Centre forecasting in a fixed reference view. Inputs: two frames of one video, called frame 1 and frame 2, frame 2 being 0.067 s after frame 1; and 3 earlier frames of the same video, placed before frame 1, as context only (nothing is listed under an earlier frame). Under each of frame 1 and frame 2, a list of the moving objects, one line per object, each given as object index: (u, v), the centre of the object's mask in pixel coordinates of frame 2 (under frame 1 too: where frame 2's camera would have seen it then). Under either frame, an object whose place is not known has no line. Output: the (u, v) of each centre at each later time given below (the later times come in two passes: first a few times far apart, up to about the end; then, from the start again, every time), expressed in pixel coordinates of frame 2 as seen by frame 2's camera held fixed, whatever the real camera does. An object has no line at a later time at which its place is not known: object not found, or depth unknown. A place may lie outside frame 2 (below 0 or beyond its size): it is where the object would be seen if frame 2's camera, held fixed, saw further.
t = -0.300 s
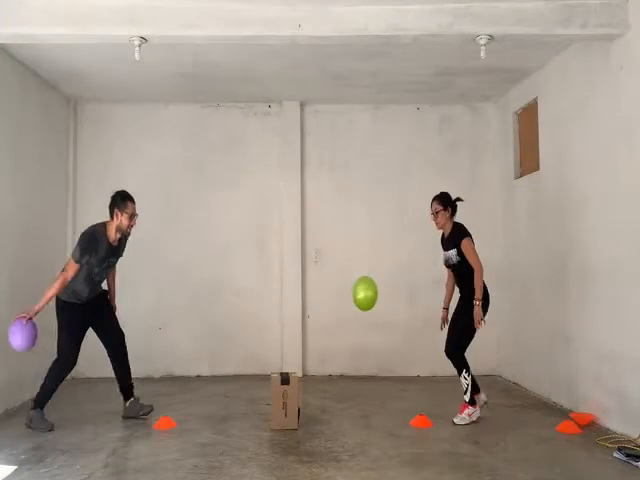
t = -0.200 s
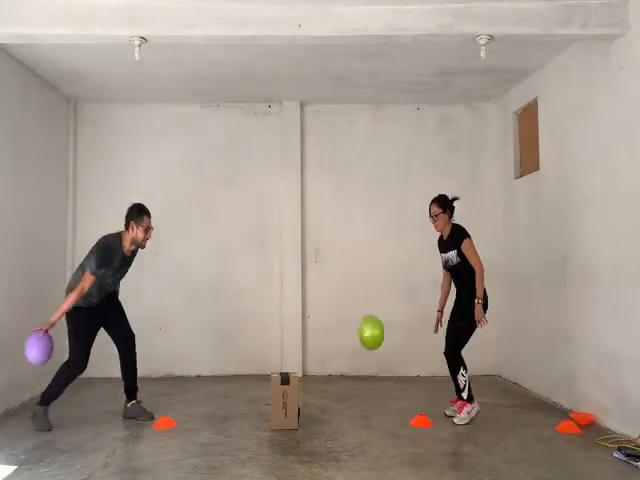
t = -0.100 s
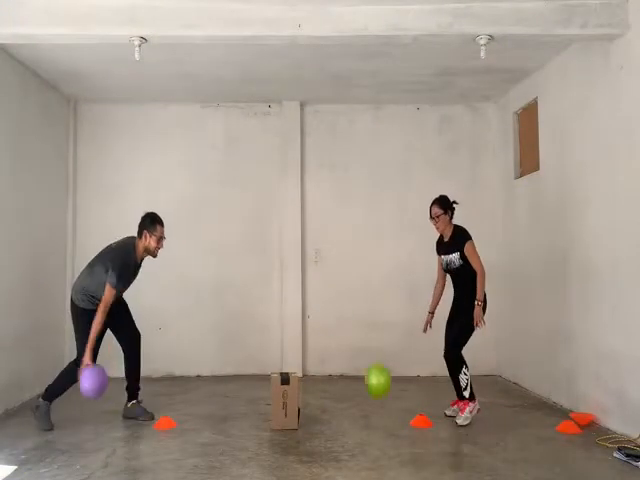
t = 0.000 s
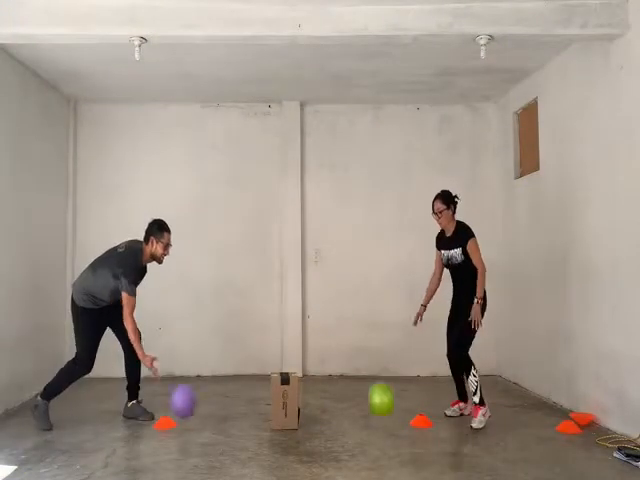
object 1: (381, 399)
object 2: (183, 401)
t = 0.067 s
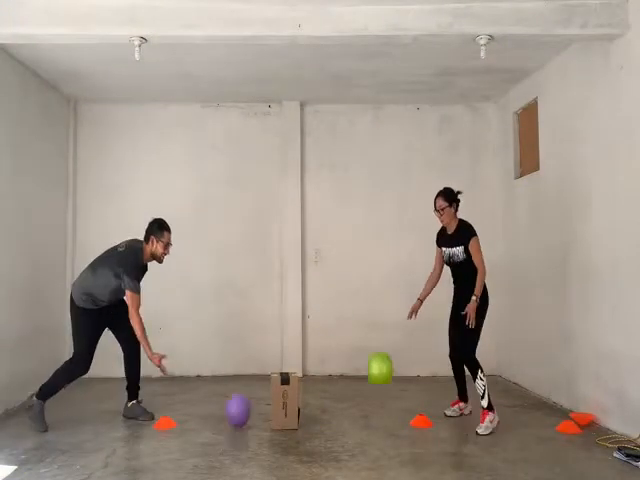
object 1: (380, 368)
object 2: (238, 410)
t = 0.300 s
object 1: (371, 319)
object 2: (227, 381)
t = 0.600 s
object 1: (362, 386)
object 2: (186, 397)
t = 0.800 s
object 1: (359, 415)
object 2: (181, 399)
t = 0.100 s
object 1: (379, 356)
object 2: (260, 400)
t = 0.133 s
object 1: (378, 345)
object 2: (258, 393)
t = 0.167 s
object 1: (376, 336)
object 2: (252, 387)
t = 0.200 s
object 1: (375, 329)
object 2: (246, 383)
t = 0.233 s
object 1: (373, 323)
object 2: (240, 381)
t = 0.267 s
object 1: (372, 320)
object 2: (234, 380)
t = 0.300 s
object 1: (371, 319)
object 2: (227, 381)
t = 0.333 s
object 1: (370, 319)
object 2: (220, 384)
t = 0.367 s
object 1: (369, 321)
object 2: (213, 387)
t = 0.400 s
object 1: (368, 325)
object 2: (207, 394)
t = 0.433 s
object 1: (367, 330)
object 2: (201, 401)
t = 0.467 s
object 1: (366, 337)
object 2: (195, 409)
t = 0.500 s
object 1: (366, 346)
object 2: (189, 418)
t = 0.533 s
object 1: (365, 356)
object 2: (188, 410)
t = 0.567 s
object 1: (363, 370)
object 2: (187, 402)
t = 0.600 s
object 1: (362, 386)
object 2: (186, 397)
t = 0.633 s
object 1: (361, 405)
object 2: (185, 393)
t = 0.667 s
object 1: (360, 425)
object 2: (184, 391)
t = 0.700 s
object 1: (359, 449)
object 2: (184, 391)
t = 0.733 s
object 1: (359, 449)
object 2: (183, 392)
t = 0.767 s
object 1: (359, 431)
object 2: (181, 394)
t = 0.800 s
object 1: (359, 415)
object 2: (181, 399)
